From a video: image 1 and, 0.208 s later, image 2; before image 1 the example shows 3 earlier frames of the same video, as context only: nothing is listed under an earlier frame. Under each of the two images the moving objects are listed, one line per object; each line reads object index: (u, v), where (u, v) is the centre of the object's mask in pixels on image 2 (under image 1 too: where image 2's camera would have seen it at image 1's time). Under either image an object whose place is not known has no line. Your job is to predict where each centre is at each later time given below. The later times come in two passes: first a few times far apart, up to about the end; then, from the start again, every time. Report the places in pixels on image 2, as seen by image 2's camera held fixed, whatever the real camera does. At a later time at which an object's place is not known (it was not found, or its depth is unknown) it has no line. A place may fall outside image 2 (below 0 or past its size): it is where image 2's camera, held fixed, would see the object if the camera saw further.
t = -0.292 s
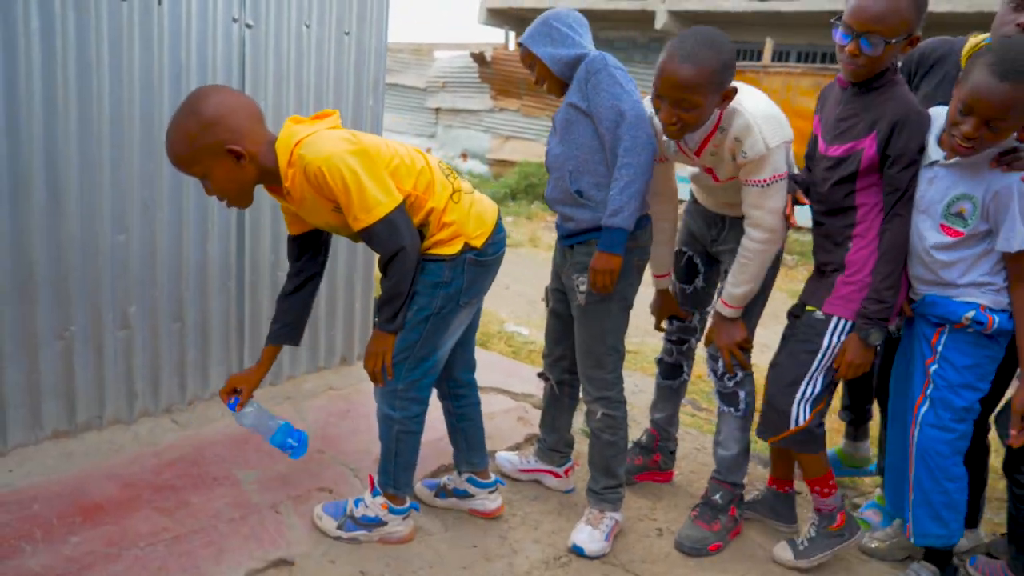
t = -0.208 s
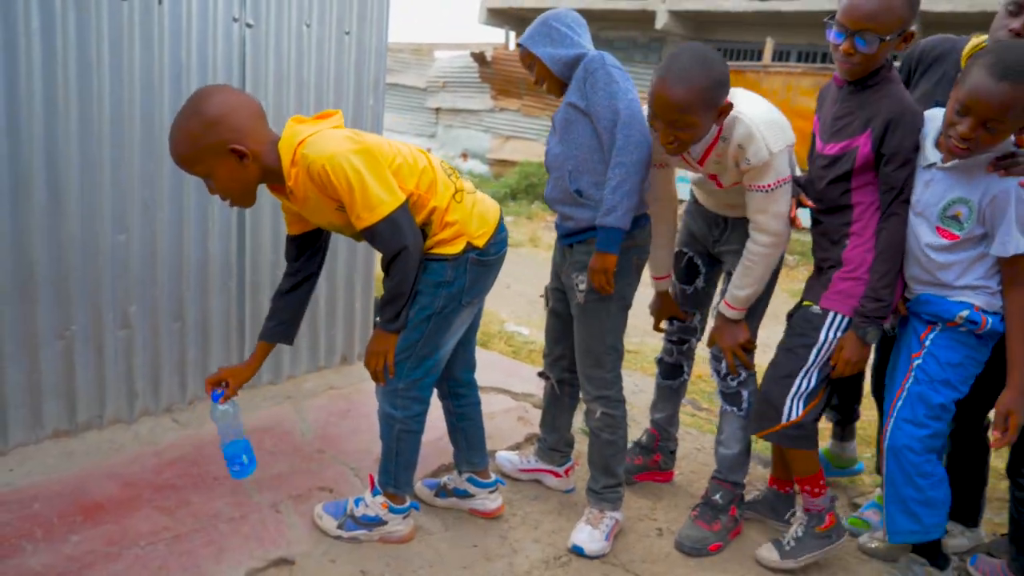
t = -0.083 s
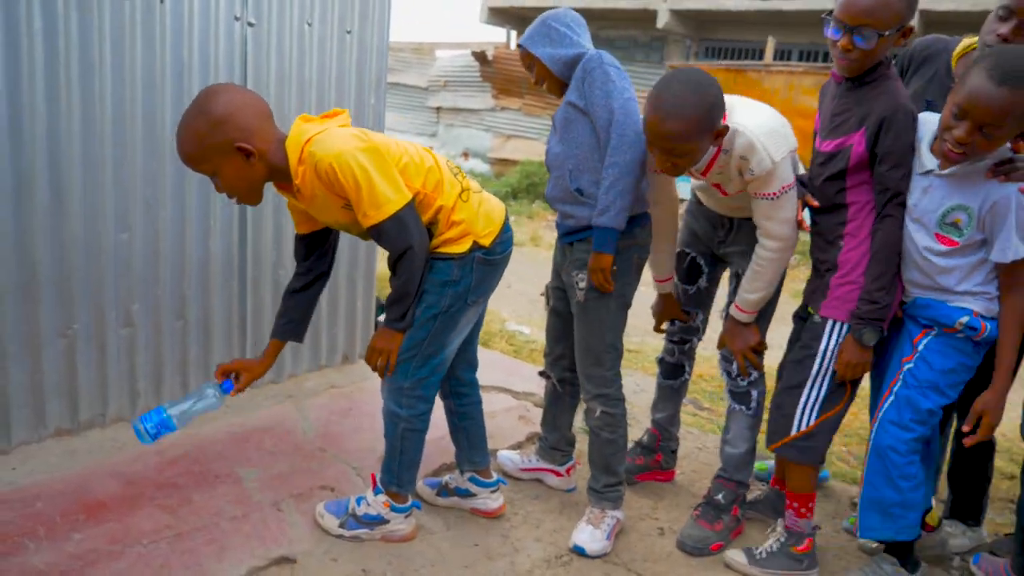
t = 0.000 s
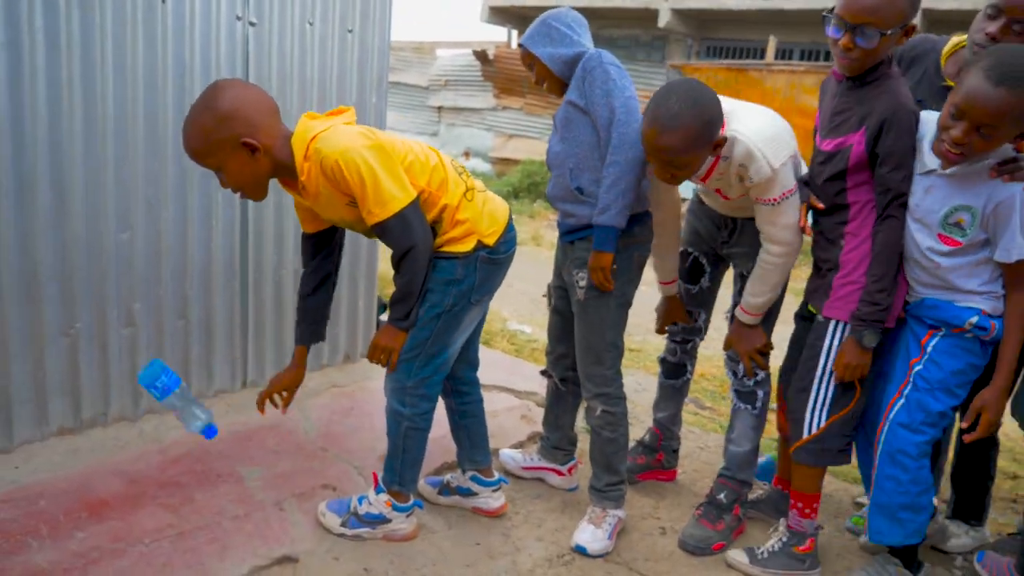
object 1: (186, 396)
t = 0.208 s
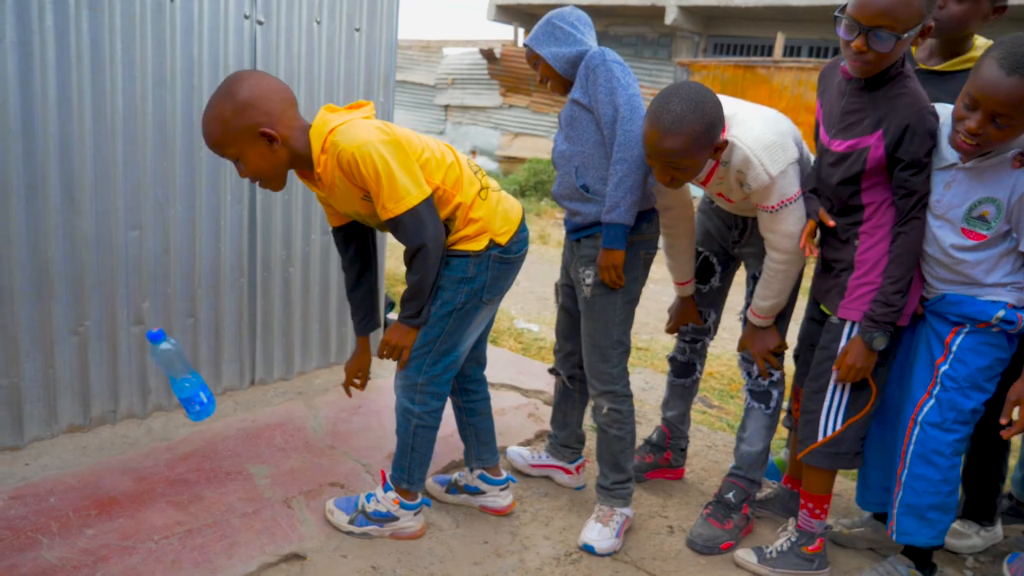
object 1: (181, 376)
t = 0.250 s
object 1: (201, 400)
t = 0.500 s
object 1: (253, 501)
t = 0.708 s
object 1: (281, 540)
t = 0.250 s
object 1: (201, 400)
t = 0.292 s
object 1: (216, 436)
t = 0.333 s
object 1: (226, 480)
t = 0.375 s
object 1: (239, 497)
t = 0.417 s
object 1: (244, 498)
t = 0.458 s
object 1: (247, 499)
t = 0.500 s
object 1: (253, 501)
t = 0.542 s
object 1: (257, 504)
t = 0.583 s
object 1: (261, 512)
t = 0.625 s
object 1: (266, 521)
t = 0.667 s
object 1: (273, 532)
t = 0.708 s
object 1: (281, 540)
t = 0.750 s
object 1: (284, 547)
